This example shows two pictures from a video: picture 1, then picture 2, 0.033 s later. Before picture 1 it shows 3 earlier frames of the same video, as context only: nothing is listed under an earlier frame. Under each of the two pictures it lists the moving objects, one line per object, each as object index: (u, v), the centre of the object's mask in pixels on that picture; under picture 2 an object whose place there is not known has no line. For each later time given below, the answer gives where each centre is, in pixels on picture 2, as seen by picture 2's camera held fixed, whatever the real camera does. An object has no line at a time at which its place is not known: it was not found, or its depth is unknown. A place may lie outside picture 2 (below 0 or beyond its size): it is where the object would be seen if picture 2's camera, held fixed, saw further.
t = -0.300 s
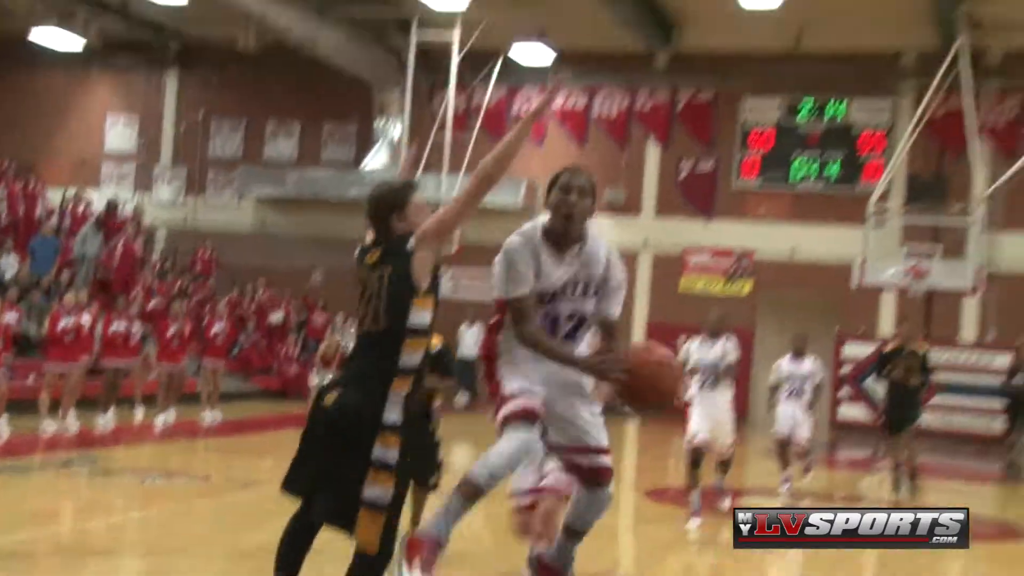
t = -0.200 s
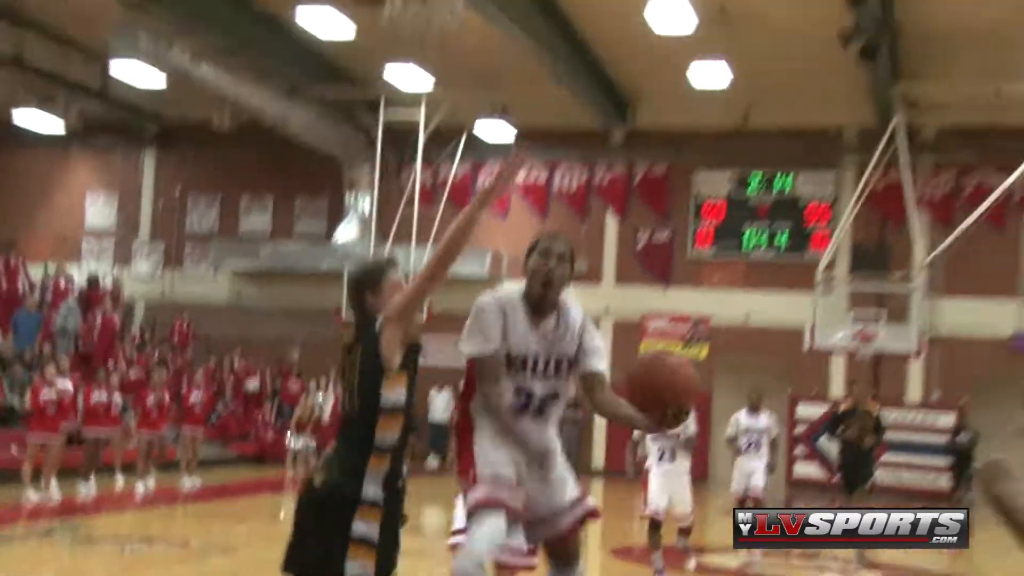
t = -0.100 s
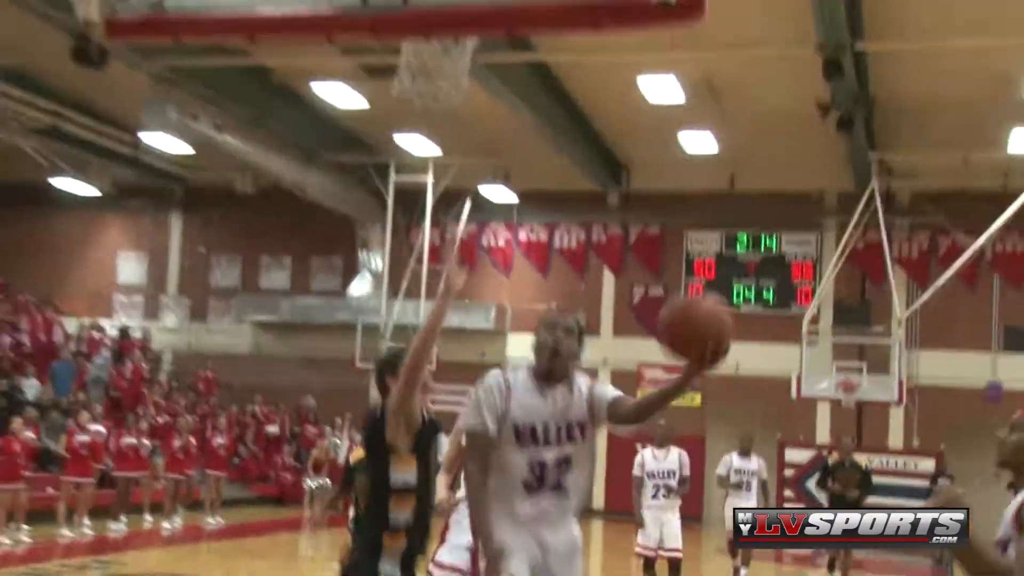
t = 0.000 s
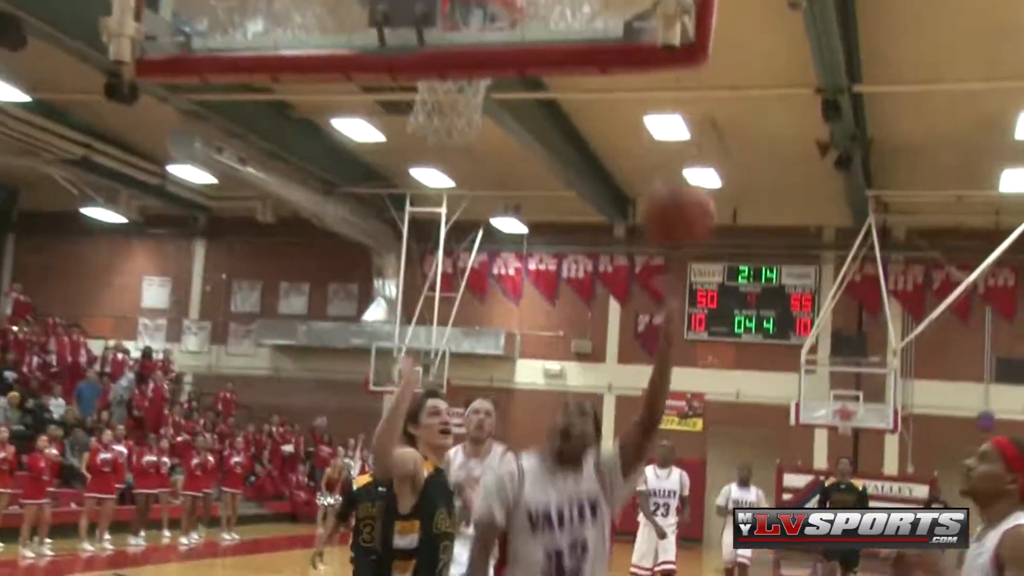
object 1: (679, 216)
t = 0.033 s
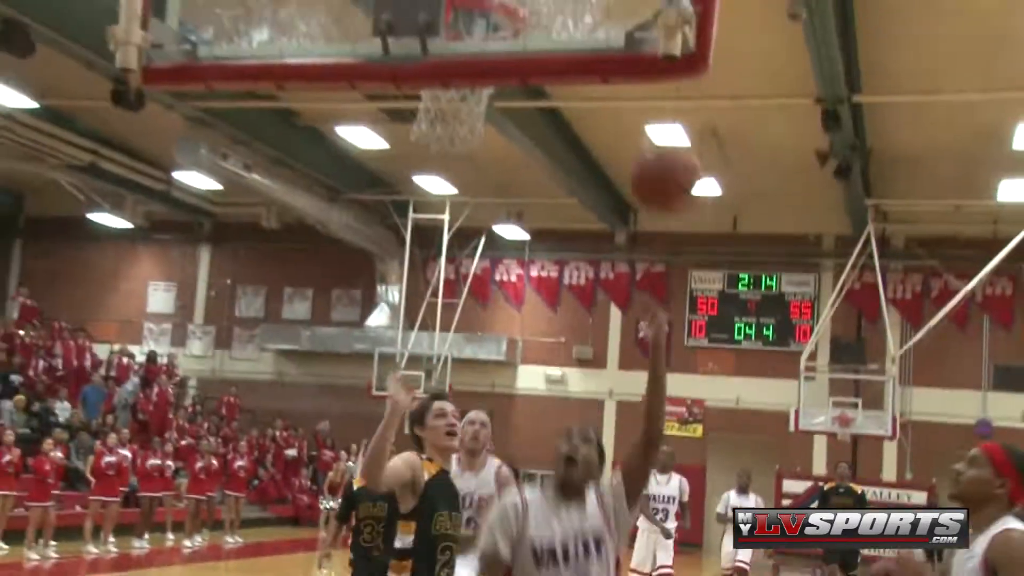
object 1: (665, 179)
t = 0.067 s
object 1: (654, 134)
